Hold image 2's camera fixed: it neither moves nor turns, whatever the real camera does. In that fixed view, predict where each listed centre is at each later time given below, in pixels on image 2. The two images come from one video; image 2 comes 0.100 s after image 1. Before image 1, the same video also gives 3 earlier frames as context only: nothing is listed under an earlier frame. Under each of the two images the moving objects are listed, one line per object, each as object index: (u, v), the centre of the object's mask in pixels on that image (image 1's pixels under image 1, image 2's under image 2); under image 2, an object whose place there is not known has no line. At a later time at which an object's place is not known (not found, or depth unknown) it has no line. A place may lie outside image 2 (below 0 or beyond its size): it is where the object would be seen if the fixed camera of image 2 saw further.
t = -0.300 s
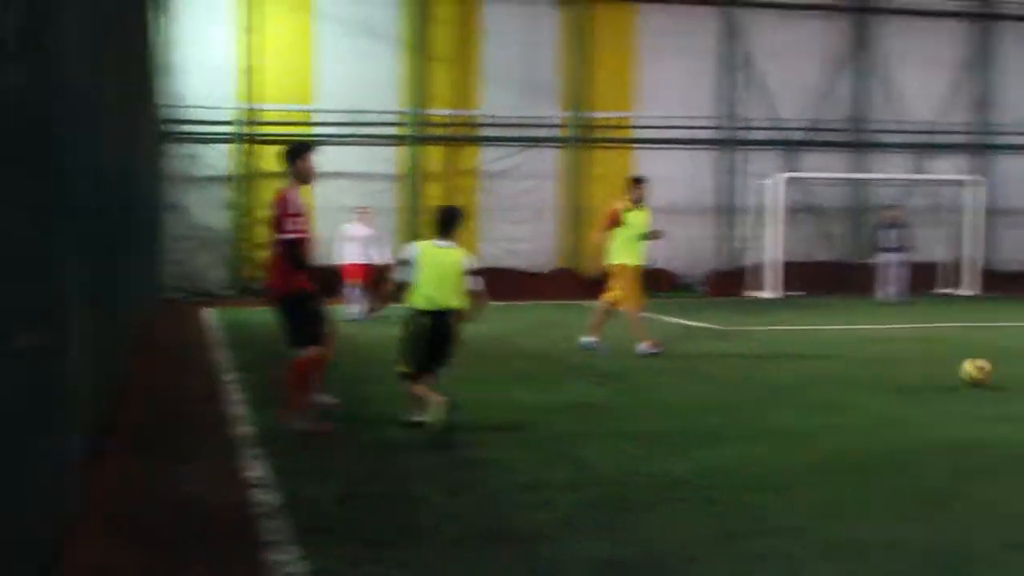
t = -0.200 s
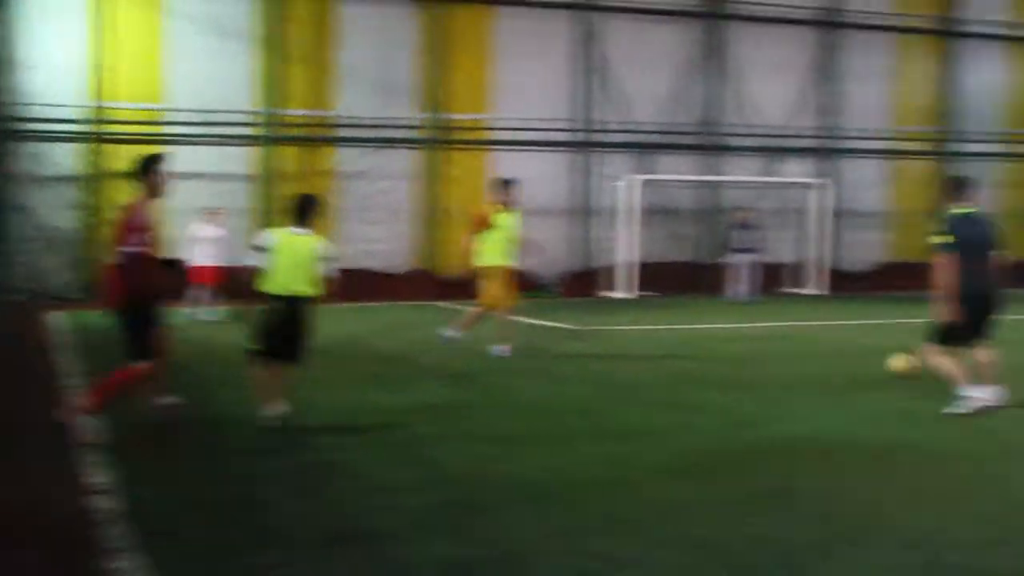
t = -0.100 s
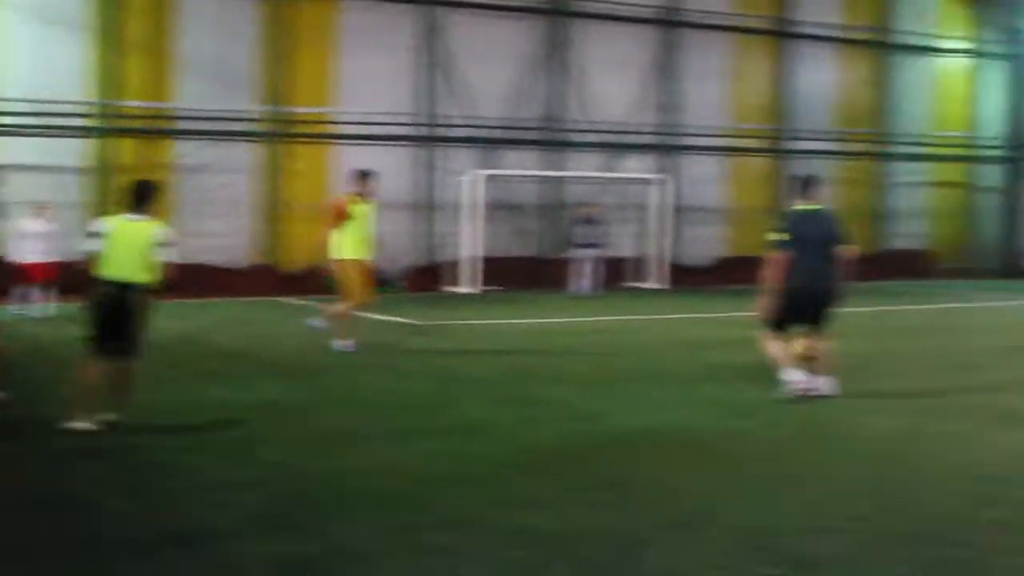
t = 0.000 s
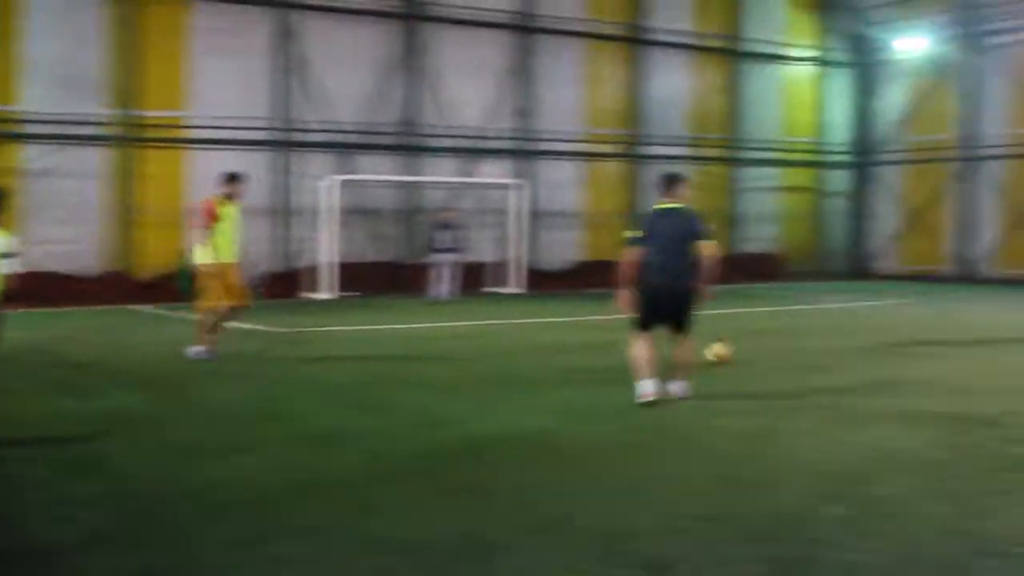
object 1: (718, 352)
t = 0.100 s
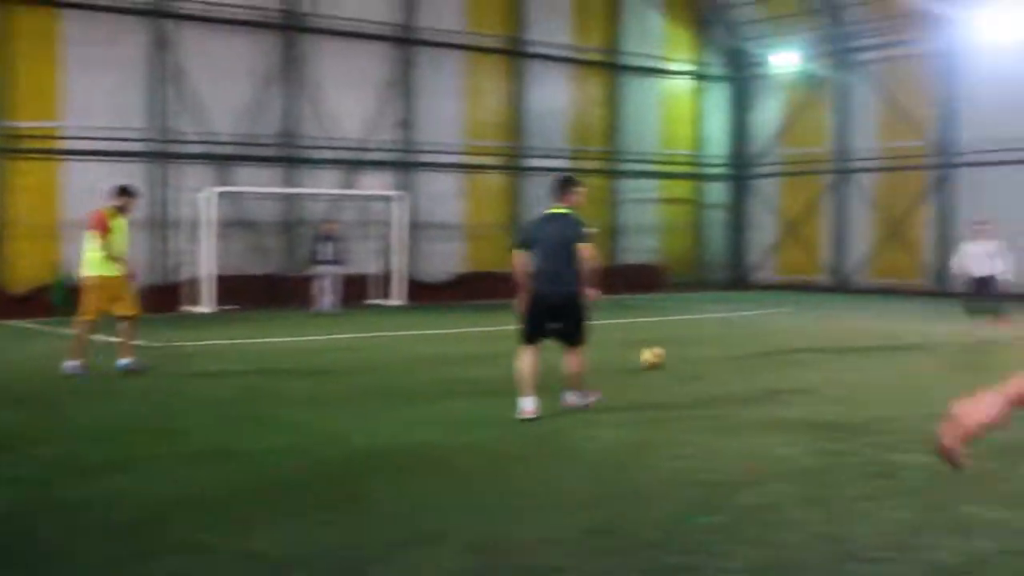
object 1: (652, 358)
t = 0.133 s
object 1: (661, 357)
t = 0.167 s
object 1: (678, 356)
